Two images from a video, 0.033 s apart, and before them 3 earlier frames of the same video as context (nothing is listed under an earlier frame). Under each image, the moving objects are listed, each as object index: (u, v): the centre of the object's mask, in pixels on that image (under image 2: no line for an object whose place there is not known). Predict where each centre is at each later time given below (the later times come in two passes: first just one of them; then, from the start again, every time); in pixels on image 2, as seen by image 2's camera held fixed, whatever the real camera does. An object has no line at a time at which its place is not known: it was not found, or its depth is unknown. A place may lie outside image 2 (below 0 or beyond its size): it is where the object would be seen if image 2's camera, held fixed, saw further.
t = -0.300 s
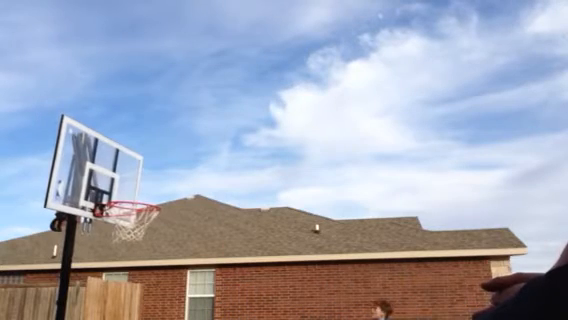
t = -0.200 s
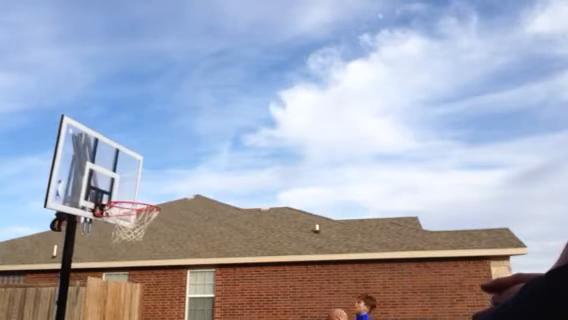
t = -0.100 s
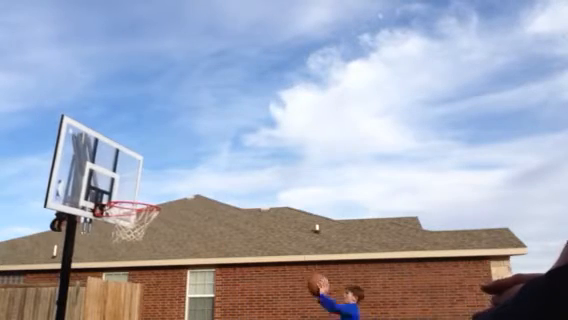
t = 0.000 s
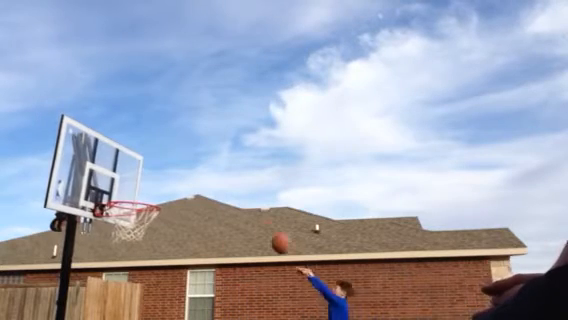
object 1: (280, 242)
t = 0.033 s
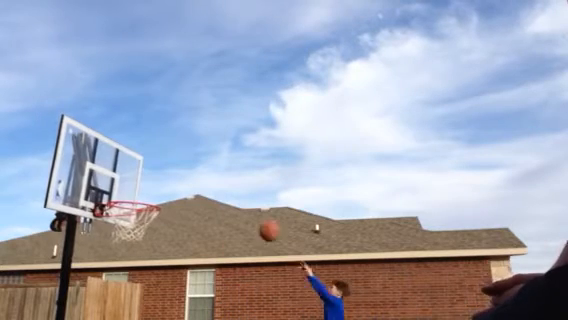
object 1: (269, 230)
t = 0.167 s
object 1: (220, 192)
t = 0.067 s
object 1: (257, 219)
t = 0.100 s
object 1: (245, 209)
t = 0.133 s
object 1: (233, 200)
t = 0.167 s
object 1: (220, 192)
